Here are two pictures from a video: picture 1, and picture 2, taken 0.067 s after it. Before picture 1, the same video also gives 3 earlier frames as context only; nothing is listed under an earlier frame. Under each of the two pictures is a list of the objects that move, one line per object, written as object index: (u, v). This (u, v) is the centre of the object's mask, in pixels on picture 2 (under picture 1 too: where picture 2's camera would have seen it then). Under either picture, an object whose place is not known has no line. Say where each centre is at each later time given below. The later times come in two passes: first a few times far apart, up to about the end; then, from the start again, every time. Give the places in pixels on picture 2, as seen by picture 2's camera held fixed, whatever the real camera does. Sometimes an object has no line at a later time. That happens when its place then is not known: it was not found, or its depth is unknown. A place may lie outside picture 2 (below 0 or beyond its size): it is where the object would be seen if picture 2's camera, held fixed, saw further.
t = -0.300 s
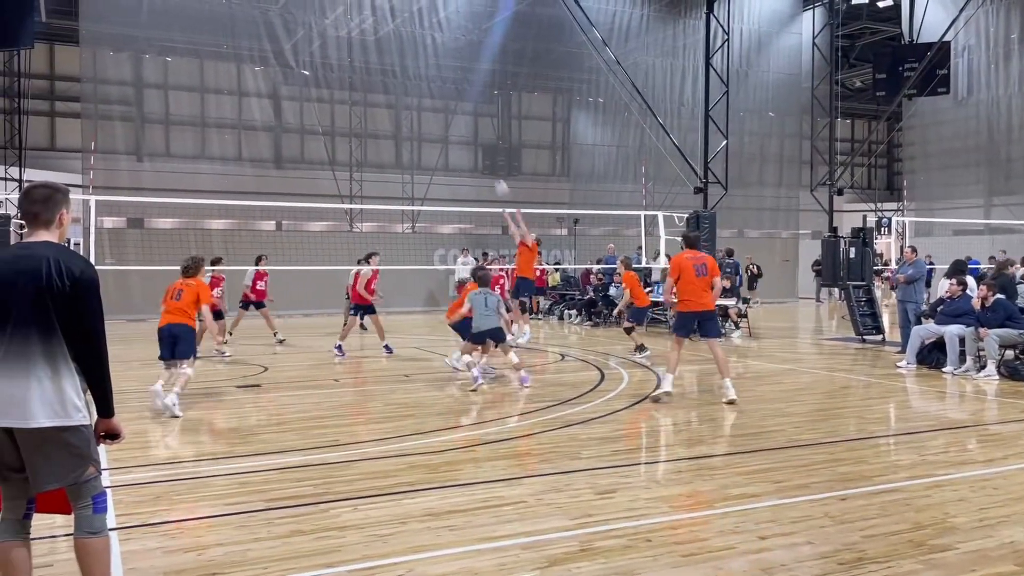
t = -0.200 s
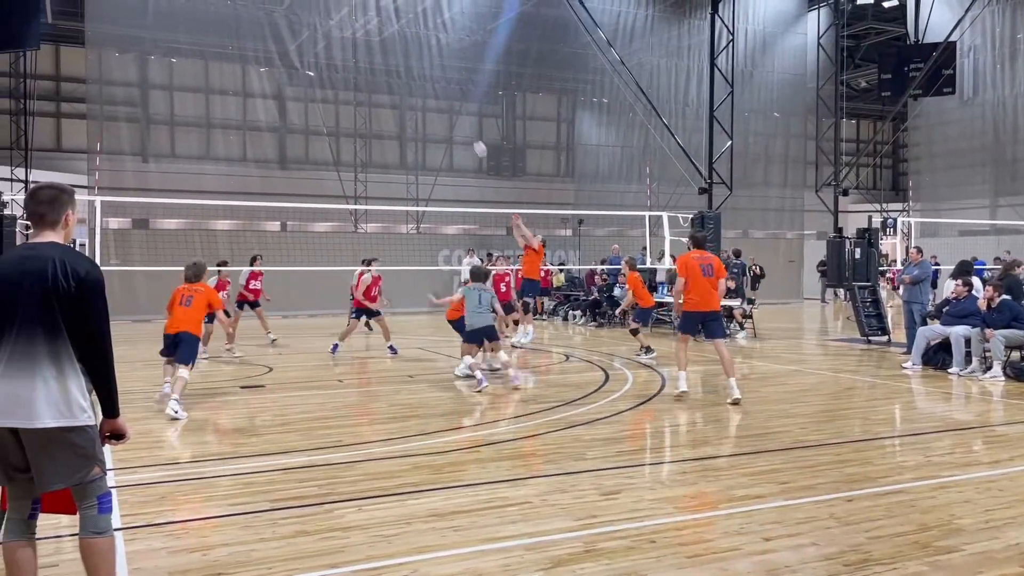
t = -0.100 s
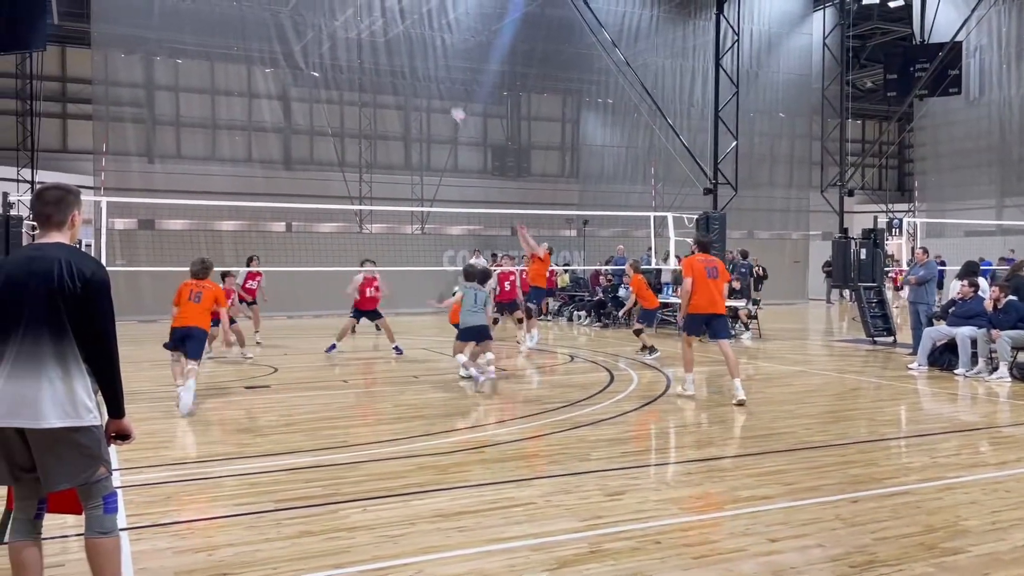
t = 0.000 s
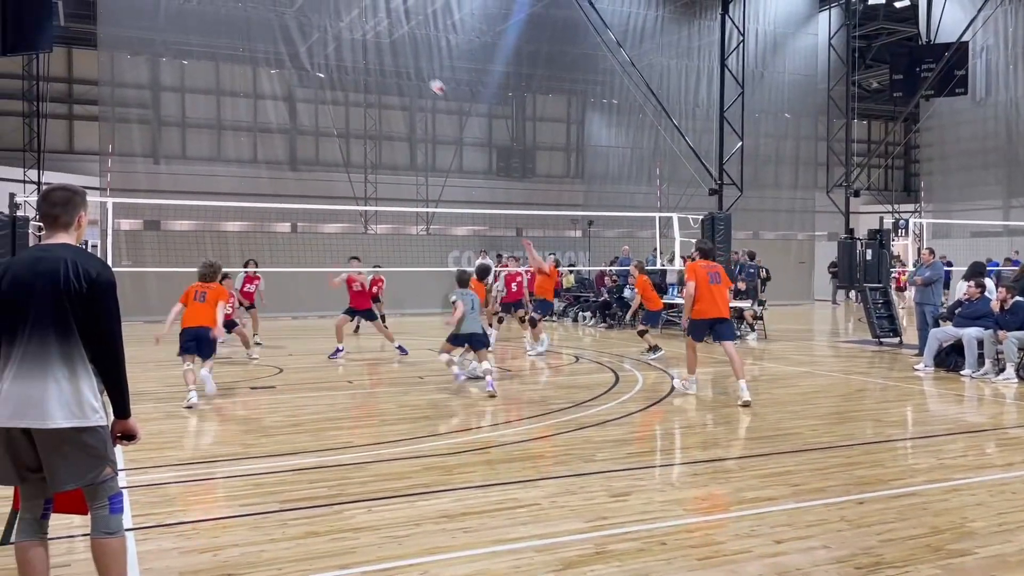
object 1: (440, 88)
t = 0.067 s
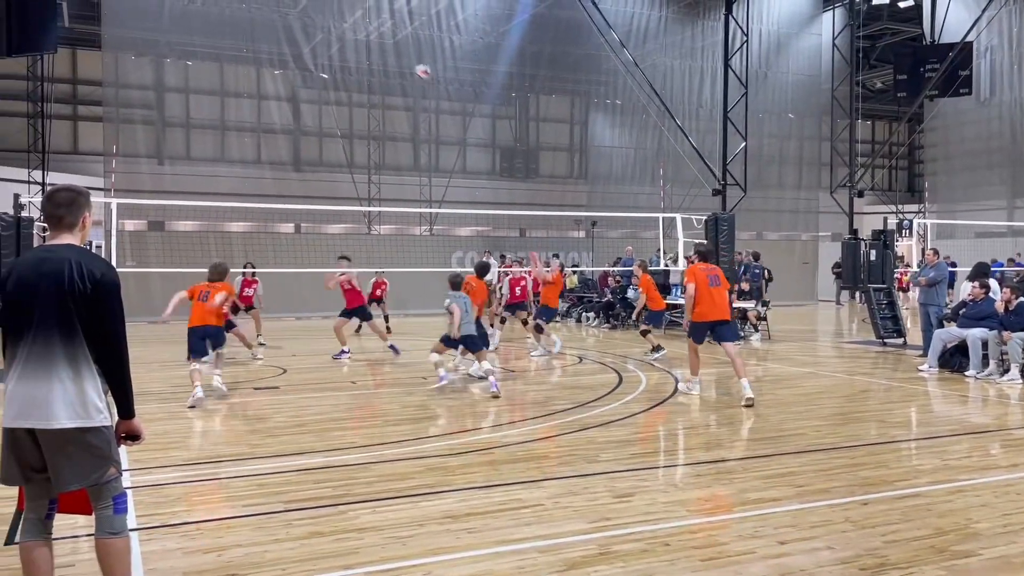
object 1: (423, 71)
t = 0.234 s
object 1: (378, 44)
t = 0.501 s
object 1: (305, 40)
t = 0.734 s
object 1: (239, 79)
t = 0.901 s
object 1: (191, 134)
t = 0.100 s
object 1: (413, 64)
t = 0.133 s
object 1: (404, 58)
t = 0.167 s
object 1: (396, 53)
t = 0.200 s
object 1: (387, 48)
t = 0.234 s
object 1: (378, 44)
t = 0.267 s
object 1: (369, 41)
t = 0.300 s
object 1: (360, 39)
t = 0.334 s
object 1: (352, 38)
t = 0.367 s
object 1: (342, 37)
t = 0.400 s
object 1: (333, 37)
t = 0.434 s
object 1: (324, 37)
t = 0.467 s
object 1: (315, 38)
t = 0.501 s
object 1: (305, 40)
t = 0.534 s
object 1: (296, 44)
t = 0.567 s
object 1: (286, 48)
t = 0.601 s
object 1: (277, 52)
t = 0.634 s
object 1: (267, 57)
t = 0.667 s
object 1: (258, 64)
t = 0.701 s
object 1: (249, 71)
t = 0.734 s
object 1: (239, 79)
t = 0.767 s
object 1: (229, 89)
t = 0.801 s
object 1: (219, 99)
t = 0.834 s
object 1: (210, 109)
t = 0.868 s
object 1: (201, 121)
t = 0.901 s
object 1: (191, 134)
